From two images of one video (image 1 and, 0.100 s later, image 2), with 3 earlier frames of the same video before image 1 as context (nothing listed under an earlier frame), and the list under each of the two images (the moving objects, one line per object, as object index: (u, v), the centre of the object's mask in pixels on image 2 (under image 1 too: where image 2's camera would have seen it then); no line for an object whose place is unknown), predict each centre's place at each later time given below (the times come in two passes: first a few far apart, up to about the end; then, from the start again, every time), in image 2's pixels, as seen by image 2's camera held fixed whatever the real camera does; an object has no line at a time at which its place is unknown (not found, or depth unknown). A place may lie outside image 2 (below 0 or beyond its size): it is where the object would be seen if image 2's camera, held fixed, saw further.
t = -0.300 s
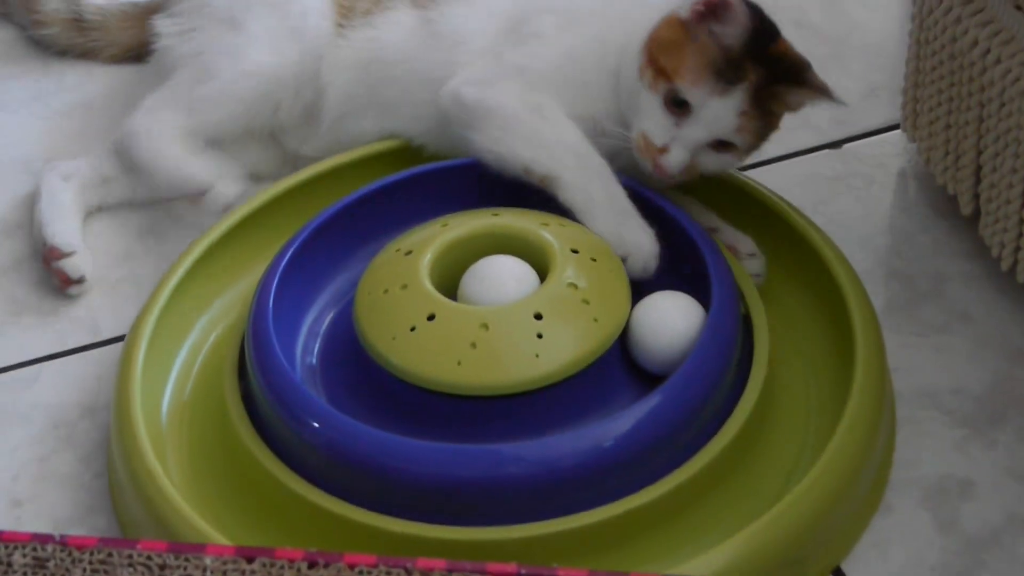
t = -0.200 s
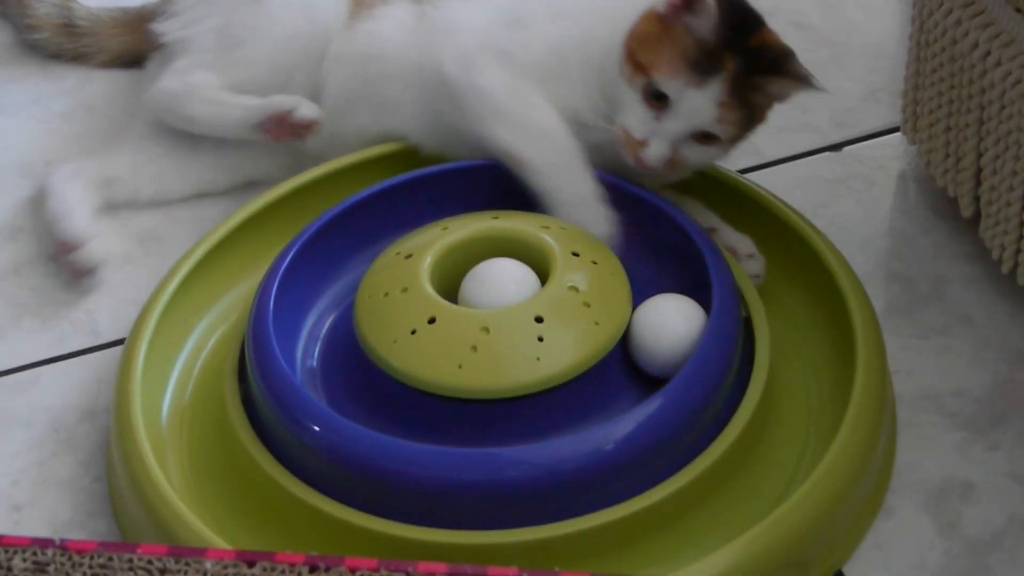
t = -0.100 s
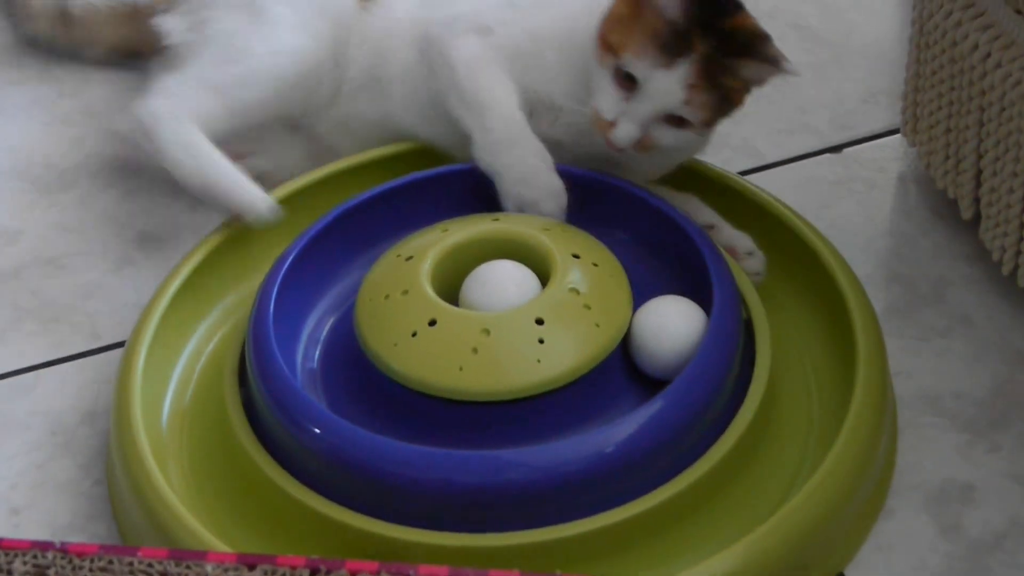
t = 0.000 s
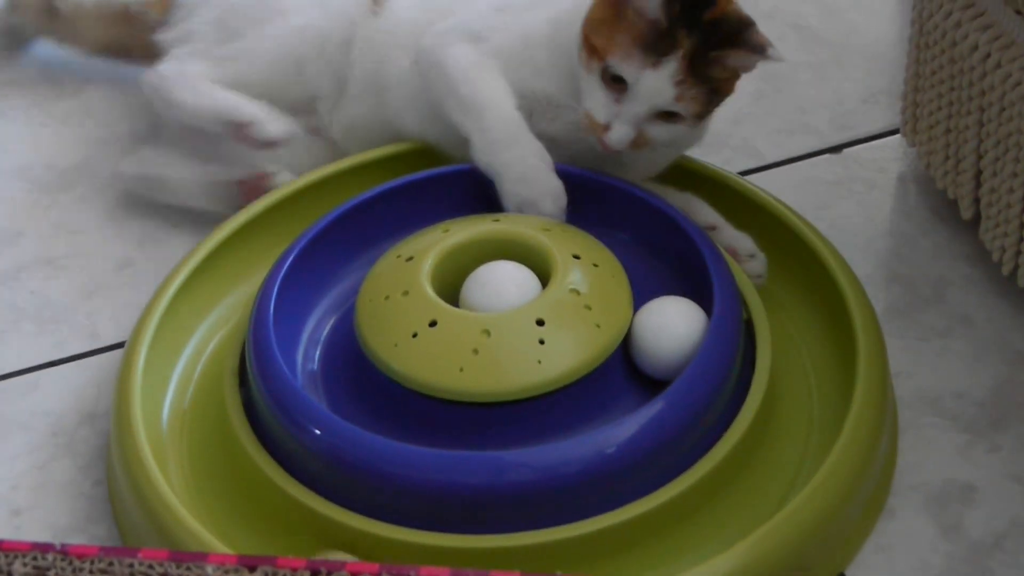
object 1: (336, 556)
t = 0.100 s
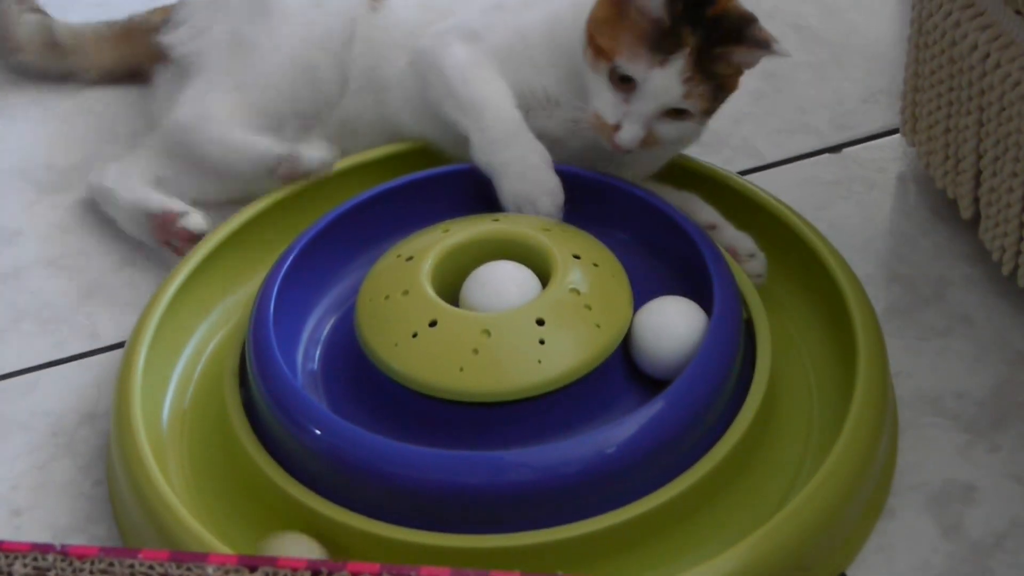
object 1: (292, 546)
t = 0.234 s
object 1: (247, 527)
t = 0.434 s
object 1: (198, 471)
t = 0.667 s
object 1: (185, 395)
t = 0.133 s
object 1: (279, 542)
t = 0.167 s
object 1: (268, 537)
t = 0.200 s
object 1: (258, 532)
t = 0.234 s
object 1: (247, 527)
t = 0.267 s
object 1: (237, 520)
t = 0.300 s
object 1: (228, 512)
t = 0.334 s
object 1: (220, 503)
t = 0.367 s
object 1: (212, 491)
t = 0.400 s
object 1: (205, 482)
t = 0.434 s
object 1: (198, 471)
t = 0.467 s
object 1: (193, 460)
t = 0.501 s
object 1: (189, 450)
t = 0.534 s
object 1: (186, 439)
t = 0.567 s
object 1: (183, 429)
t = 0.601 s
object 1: (183, 416)
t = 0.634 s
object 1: (183, 405)
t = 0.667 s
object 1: (185, 395)
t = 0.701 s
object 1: (188, 383)
